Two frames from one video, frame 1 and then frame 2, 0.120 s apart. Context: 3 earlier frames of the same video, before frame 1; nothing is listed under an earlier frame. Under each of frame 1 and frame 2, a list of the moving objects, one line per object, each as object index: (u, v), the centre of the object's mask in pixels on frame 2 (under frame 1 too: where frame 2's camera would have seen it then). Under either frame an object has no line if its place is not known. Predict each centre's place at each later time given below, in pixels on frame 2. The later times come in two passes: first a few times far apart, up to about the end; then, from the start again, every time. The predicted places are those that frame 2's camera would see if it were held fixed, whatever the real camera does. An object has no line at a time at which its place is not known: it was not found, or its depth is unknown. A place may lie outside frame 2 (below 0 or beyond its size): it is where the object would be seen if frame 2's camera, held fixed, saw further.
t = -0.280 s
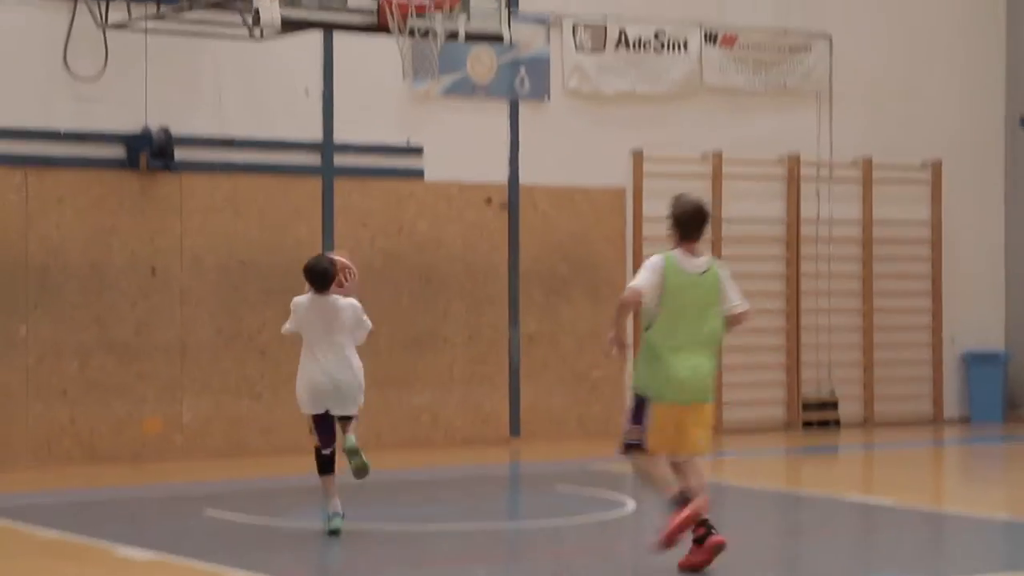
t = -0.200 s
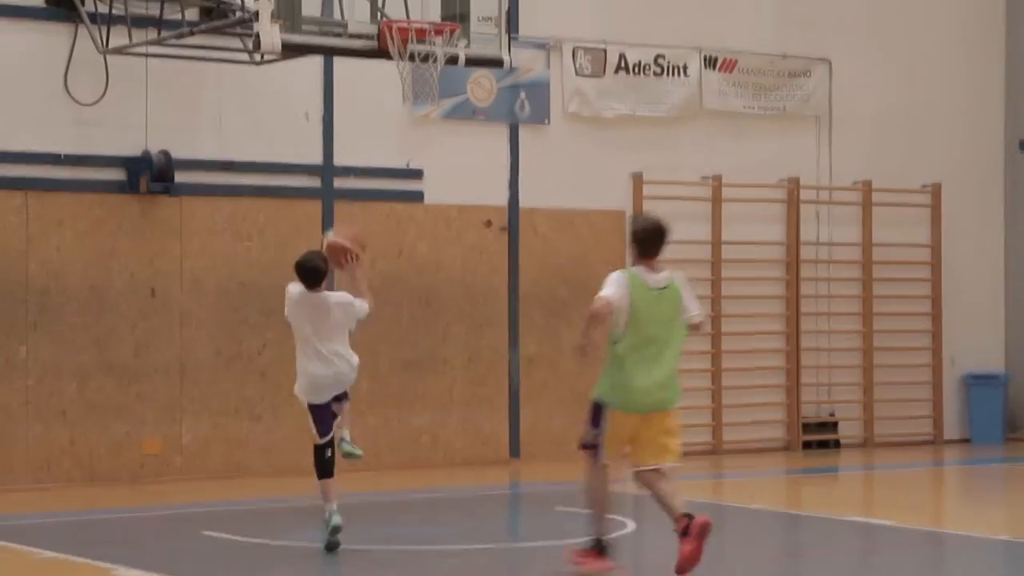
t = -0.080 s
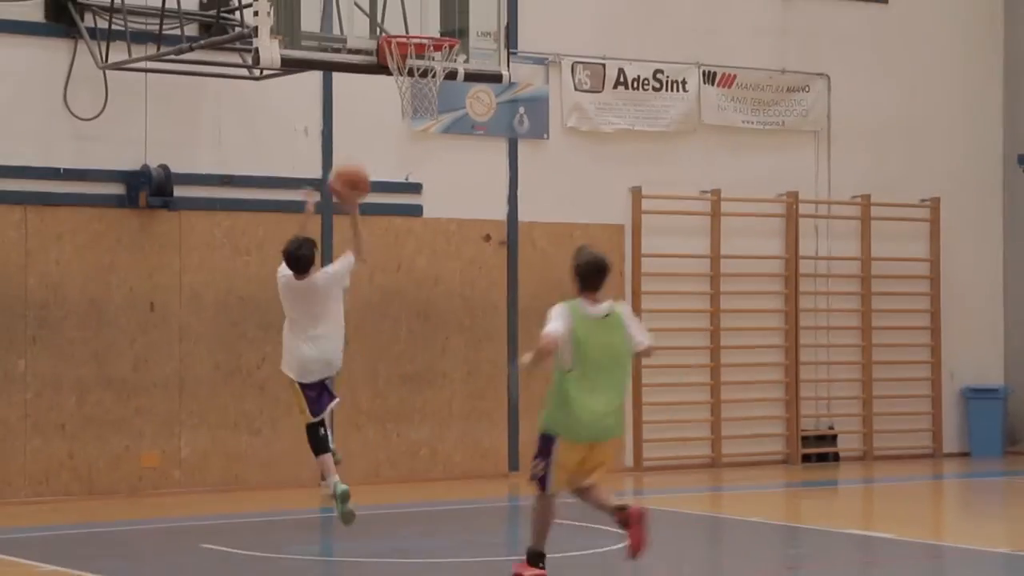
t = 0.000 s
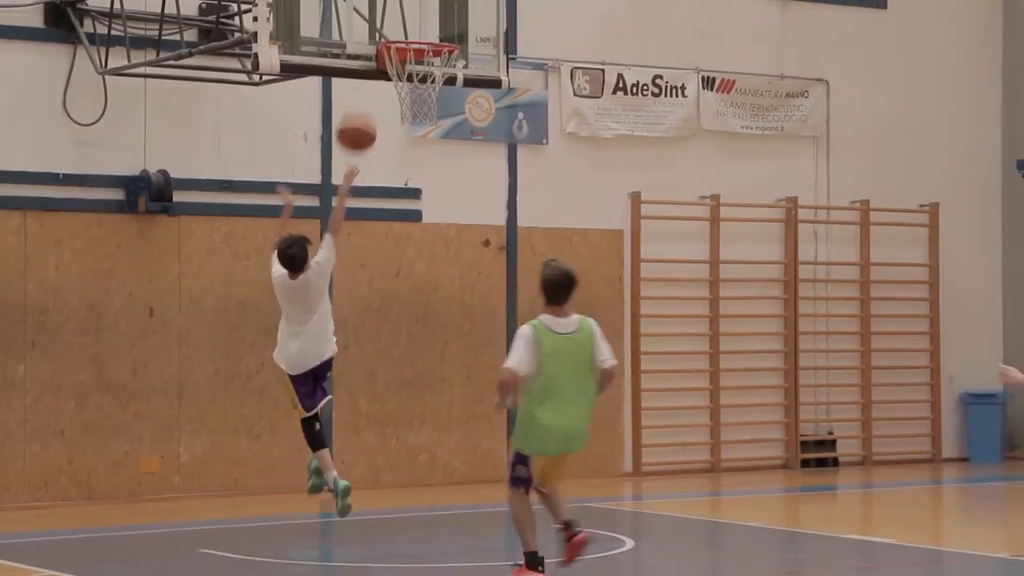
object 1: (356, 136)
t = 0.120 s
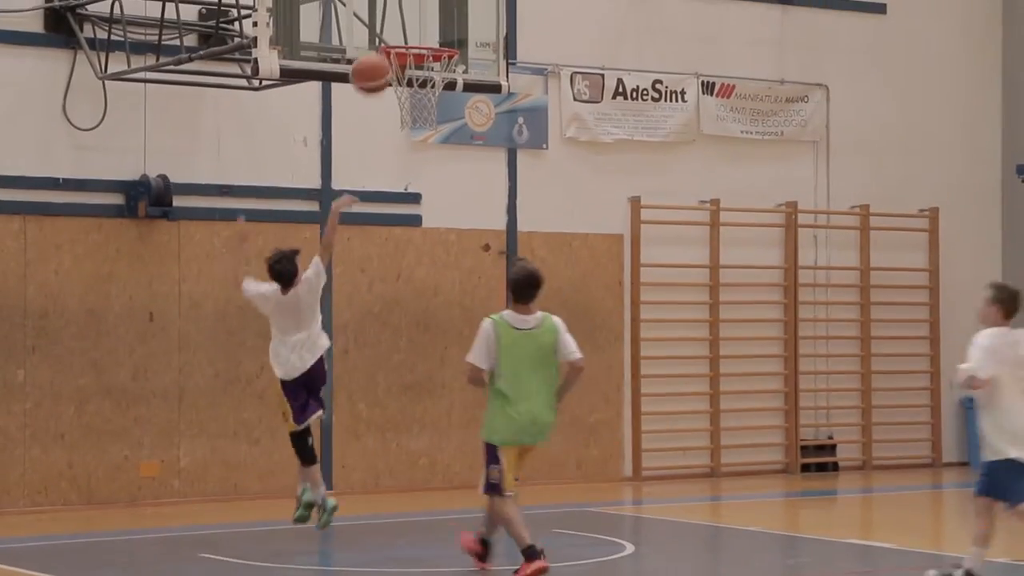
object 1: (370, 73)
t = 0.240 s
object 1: (384, 37)
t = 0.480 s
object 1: (410, 26)
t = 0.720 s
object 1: (425, 67)
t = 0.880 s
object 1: (430, 126)
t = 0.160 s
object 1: (376, 59)
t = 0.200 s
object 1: (379, 46)
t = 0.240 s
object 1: (384, 37)
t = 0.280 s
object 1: (389, 30)
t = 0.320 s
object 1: (394, 26)
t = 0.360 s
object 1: (399, 24)
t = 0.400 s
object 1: (403, 24)
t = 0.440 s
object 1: (407, 26)
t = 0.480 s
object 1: (410, 26)
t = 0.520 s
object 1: (412, 28)
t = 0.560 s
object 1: (415, 30)
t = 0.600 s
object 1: (418, 33)
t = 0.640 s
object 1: (420, 36)
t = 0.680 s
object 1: (422, 53)
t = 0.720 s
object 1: (425, 67)
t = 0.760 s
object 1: (428, 79)
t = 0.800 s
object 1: (430, 95)
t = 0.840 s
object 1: (430, 108)
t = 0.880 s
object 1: (430, 126)
